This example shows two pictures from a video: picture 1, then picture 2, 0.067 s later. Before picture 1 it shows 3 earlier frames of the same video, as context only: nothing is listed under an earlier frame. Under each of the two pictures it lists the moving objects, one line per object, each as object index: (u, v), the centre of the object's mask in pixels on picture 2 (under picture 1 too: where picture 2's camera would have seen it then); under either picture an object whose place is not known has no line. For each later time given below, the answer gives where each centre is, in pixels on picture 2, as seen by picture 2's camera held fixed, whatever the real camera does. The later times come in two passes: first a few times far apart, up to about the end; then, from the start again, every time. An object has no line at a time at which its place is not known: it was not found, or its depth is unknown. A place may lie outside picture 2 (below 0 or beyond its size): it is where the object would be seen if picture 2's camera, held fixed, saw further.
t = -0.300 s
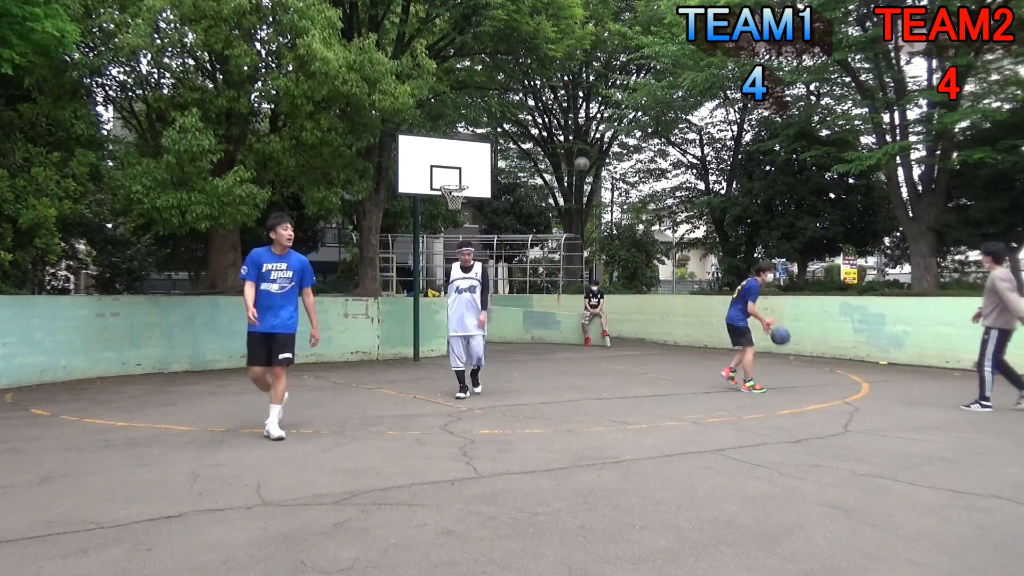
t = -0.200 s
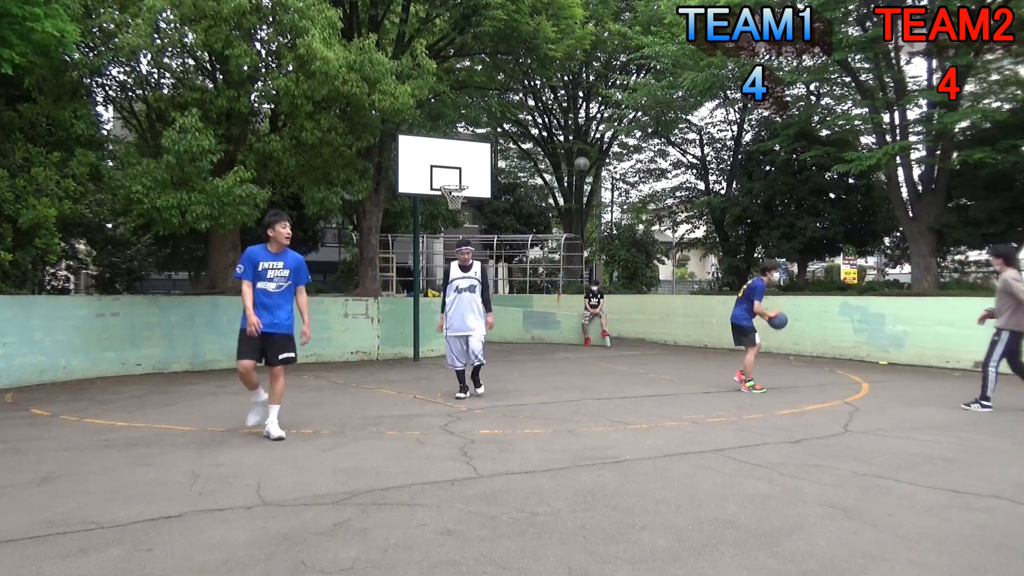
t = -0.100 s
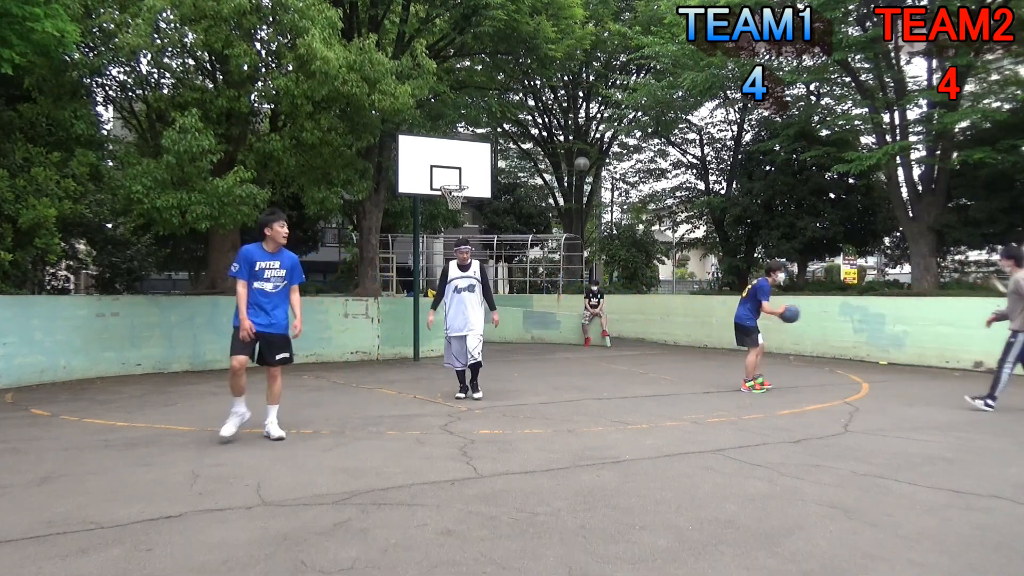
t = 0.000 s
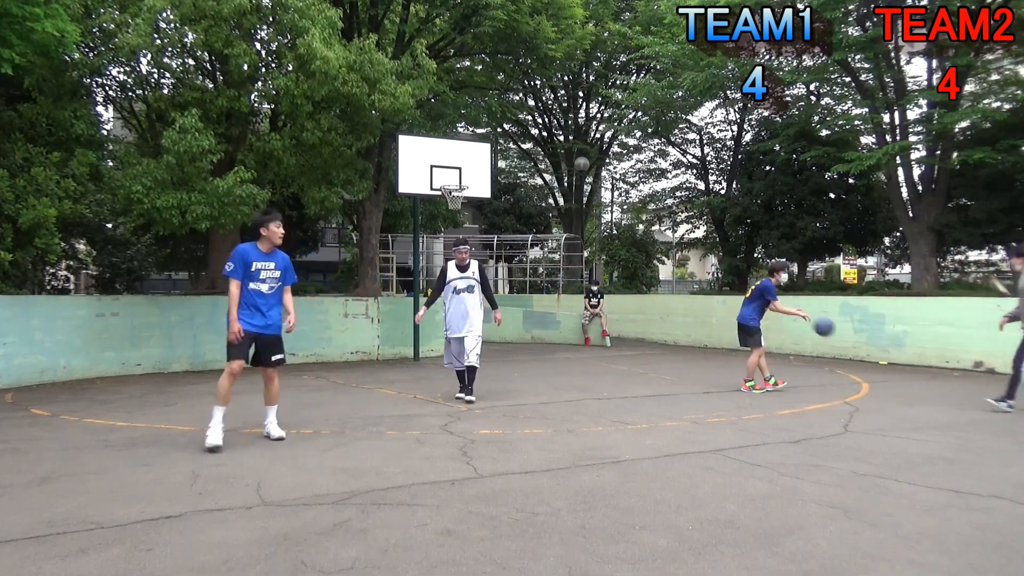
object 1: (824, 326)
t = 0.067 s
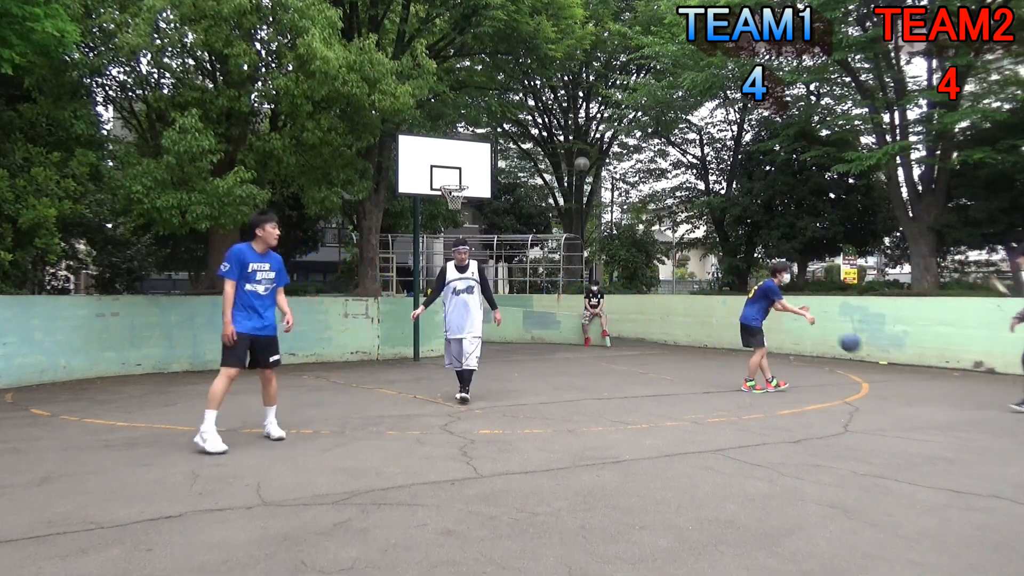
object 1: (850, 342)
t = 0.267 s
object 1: (923, 376)
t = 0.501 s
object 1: (981, 334)
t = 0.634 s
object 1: (1014, 331)
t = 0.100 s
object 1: (863, 351)
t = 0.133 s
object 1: (877, 363)
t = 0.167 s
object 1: (891, 374)
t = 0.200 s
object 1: (905, 388)
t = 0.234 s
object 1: (915, 386)
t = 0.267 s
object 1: (923, 376)
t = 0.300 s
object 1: (931, 368)
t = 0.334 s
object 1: (939, 359)
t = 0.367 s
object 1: (947, 353)
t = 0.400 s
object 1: (956, 347)
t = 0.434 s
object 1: (964, 342)
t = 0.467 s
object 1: (972, 338)
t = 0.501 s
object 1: (981, 334)
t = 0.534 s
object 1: (989, 332)
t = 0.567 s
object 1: (998, 330)
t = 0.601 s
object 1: (1007, 330)
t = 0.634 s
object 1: (1014, 331)
